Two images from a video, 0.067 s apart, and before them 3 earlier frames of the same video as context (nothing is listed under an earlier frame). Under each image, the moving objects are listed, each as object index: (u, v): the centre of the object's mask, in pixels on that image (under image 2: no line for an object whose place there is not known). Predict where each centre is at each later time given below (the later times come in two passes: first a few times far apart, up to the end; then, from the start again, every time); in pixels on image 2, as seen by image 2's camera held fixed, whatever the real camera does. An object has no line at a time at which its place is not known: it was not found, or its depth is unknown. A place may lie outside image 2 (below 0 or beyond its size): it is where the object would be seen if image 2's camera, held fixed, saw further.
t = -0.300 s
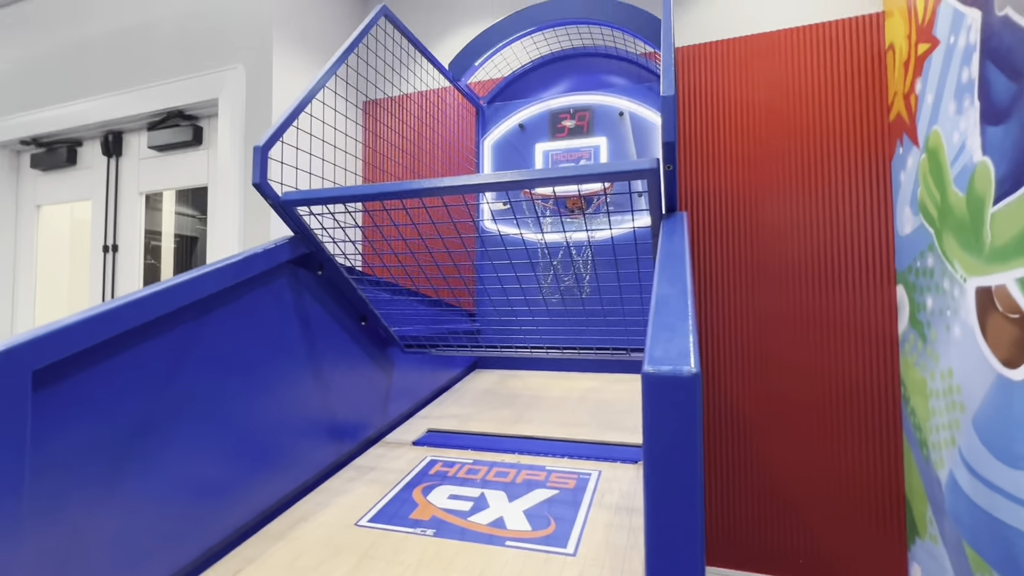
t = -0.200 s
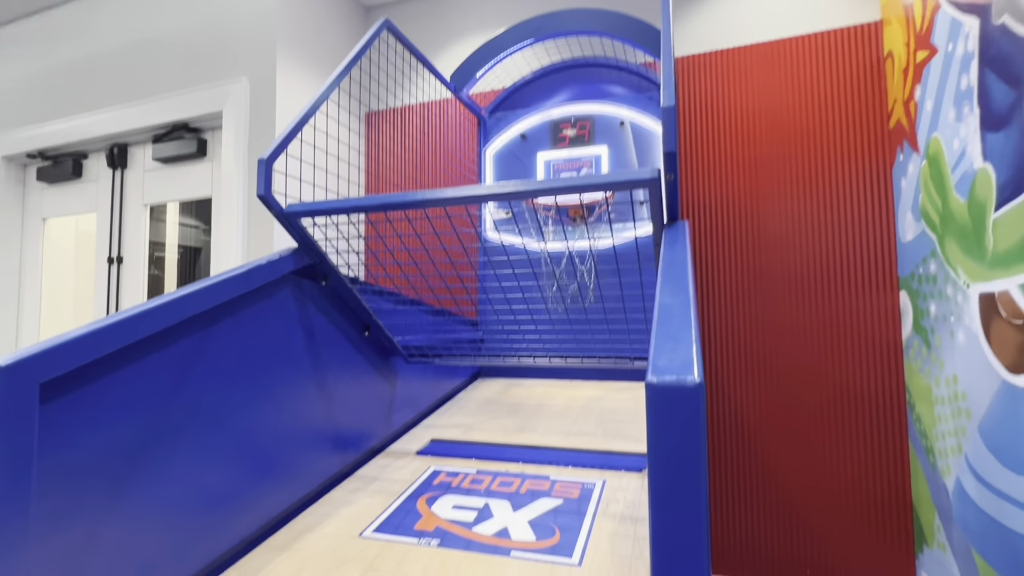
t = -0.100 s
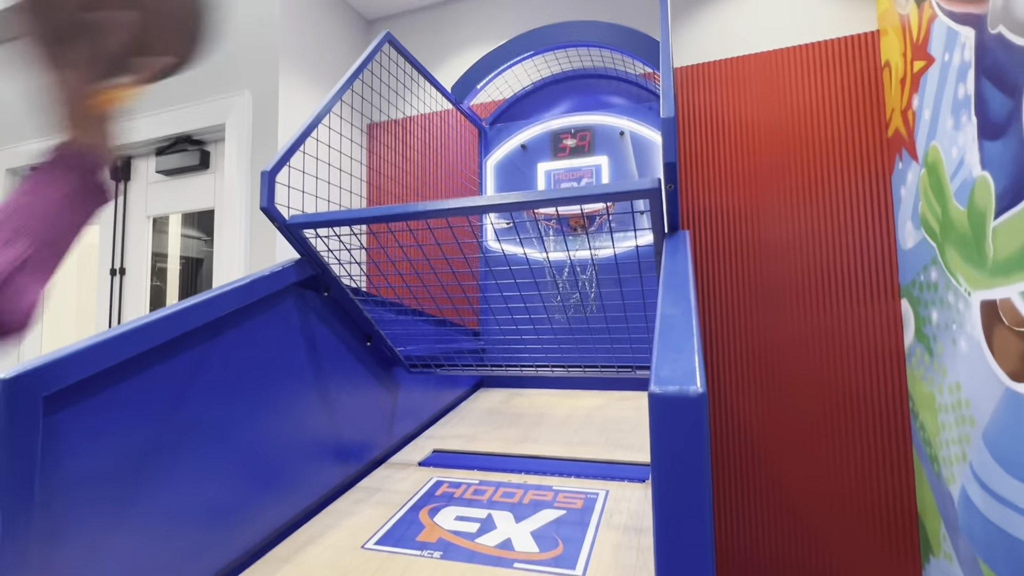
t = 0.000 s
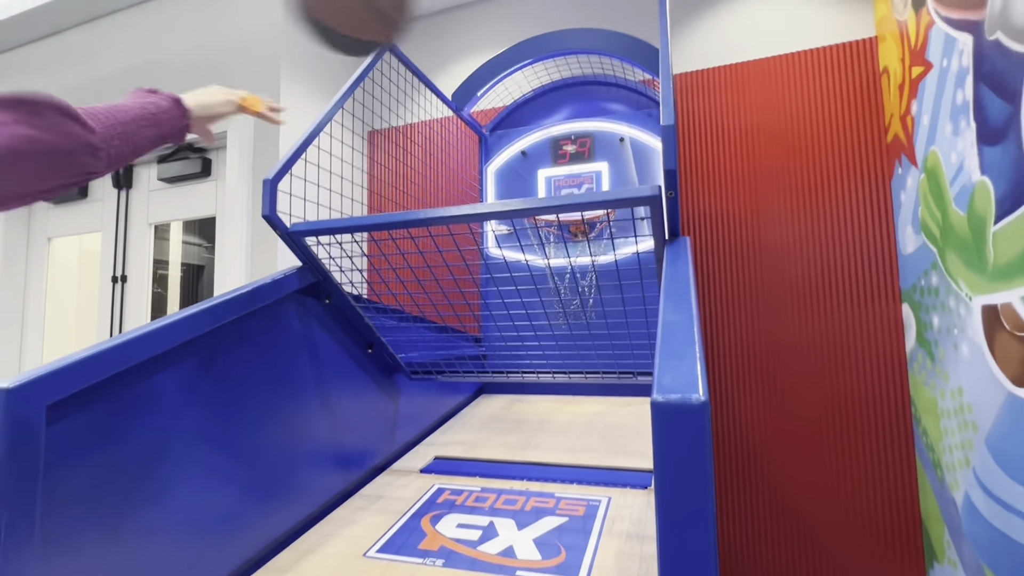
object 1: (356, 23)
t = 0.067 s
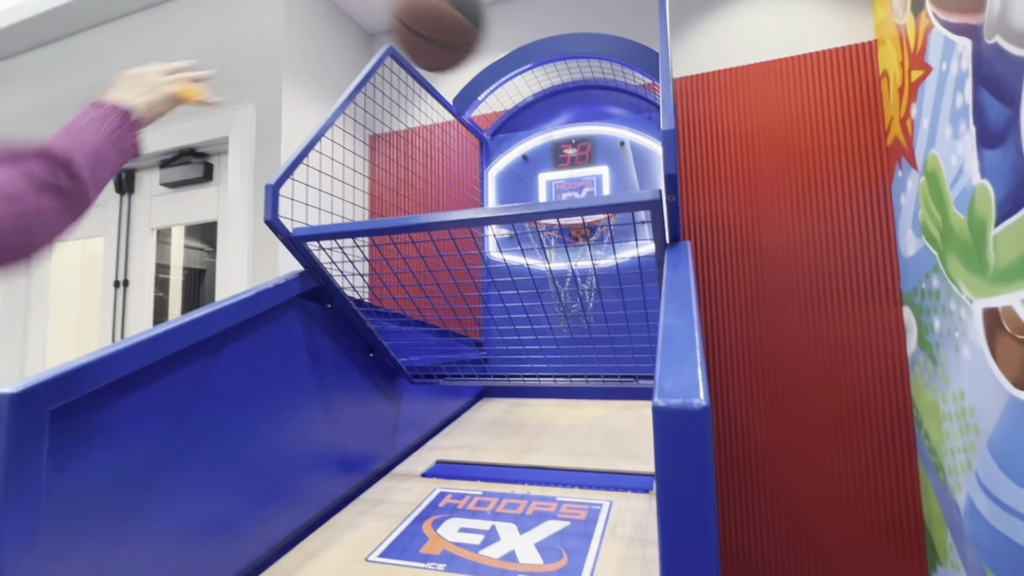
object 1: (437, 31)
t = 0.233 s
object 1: (552, 106)
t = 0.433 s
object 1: (594, 179)
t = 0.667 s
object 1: (536, 158)
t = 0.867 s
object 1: (478, 242)
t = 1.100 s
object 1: (487, 328)
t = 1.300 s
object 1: (581, 344)
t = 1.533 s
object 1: (635, 355)
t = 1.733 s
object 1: (568, 394)
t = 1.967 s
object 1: (530, 387)
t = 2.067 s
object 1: (513, 409)
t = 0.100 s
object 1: (468, 37)
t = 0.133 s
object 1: (493, 49)
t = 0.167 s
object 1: (516, 68)
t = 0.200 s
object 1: (535, 86)
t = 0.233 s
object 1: (552, 106)
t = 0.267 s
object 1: (565, 124)
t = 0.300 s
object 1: (580, 147)
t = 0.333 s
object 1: (592, 166)
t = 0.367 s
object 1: (602, 184)
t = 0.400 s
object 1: (600, 181)
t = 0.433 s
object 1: (594, 179)
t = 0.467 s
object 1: (588, 176)
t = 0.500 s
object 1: (579, 168)
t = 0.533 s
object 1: (571, 161)
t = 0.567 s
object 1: (563, 158)
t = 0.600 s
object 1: (554, 155)
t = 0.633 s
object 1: (545, 155)
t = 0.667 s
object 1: (536, 158)
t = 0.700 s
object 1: (526, 163)
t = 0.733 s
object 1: (517, 171)
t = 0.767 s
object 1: (508, 181)
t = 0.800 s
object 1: (497, 190)
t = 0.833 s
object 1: (486, 206)
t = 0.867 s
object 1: (478, 242)
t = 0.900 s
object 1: (468, 256)
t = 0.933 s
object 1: (459, 281)
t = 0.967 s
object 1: (451, 314)
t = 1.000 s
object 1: (440, 345)
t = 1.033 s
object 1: (455, 344)
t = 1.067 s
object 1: (470, 335)
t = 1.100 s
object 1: (487, 328)
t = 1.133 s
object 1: (503, 323)
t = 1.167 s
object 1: (519, 322)
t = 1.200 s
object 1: (535, 323)
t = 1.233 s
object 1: (551, 328)
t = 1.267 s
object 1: (565, 336)
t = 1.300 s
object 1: (581, 344)
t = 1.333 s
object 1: (596, 353)
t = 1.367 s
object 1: (611, 372)
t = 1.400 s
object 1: (623, 389)
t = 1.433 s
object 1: (631, 388)
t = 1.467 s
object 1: (636, 374)
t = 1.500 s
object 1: (641, 362)
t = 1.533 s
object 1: (635, 355)
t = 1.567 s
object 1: (628, 356)
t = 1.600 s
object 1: (618, 357)
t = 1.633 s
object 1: (605, 364)
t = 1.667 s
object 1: (591, 371)
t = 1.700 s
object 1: (580, 380)
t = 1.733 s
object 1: (568, 394)
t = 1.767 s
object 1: (559, 397)
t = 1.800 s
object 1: (554, 388)
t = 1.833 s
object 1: (549, 382)
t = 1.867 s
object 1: (544, 380)
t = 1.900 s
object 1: (540, 379)
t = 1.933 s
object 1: (535, 382)
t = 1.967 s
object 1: (530, 387)
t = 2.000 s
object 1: (525, 396)
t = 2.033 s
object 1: (519, 410)
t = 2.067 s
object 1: (513, 409)
